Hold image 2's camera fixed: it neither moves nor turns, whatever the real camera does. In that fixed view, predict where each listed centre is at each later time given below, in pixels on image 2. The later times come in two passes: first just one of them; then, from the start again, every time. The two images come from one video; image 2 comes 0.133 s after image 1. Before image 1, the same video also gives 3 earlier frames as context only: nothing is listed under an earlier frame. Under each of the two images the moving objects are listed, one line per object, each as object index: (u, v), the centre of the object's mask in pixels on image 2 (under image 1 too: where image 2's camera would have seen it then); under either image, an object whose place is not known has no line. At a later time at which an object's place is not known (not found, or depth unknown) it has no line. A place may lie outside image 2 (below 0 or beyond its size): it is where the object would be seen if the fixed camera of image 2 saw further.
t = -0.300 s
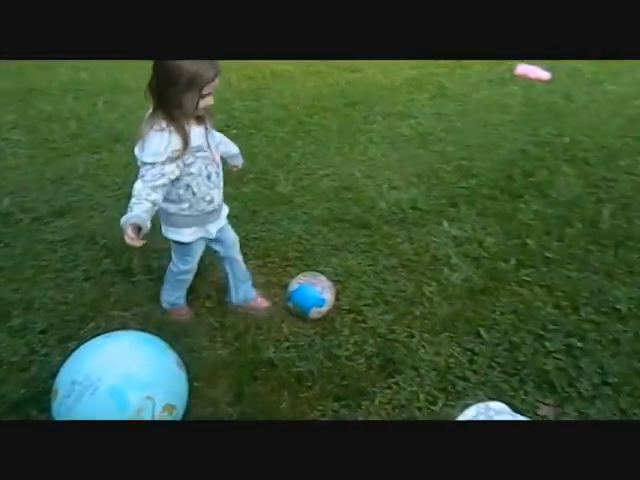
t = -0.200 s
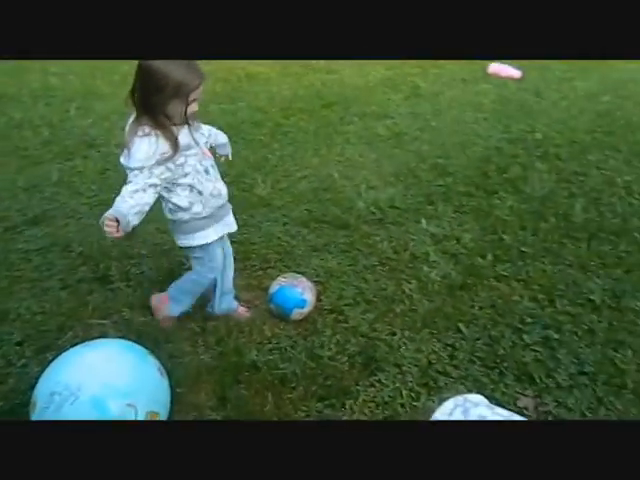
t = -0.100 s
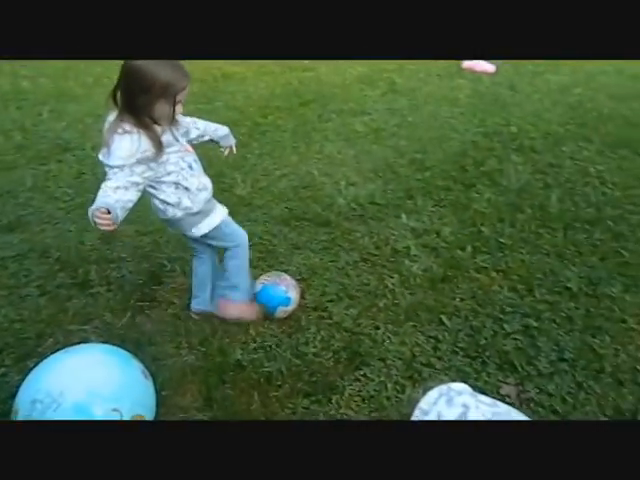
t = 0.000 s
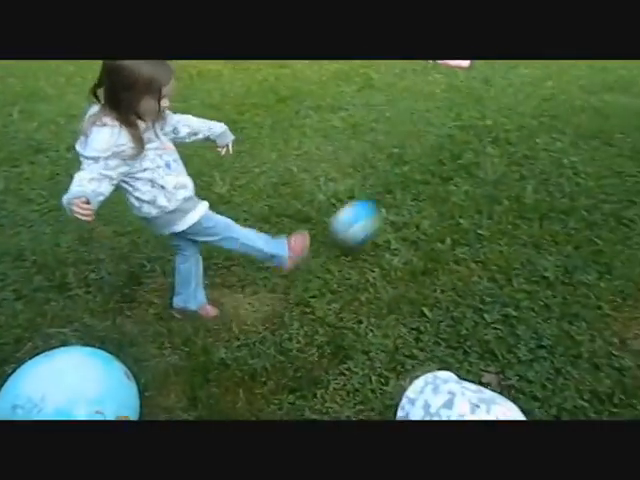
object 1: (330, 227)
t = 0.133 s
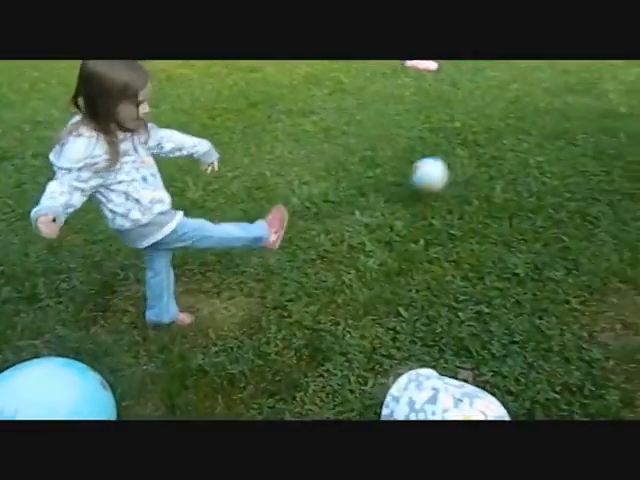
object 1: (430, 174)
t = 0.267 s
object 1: (488, 158)
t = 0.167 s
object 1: (449, 170)
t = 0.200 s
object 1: (465, 167)
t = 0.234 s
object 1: (479, 164)
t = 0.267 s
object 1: (488, 158)
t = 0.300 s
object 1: (495, 151)
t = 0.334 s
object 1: (501, 145)
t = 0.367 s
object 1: (507, 141)
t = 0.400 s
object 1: (513, 136)
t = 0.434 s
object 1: (518, 133)
